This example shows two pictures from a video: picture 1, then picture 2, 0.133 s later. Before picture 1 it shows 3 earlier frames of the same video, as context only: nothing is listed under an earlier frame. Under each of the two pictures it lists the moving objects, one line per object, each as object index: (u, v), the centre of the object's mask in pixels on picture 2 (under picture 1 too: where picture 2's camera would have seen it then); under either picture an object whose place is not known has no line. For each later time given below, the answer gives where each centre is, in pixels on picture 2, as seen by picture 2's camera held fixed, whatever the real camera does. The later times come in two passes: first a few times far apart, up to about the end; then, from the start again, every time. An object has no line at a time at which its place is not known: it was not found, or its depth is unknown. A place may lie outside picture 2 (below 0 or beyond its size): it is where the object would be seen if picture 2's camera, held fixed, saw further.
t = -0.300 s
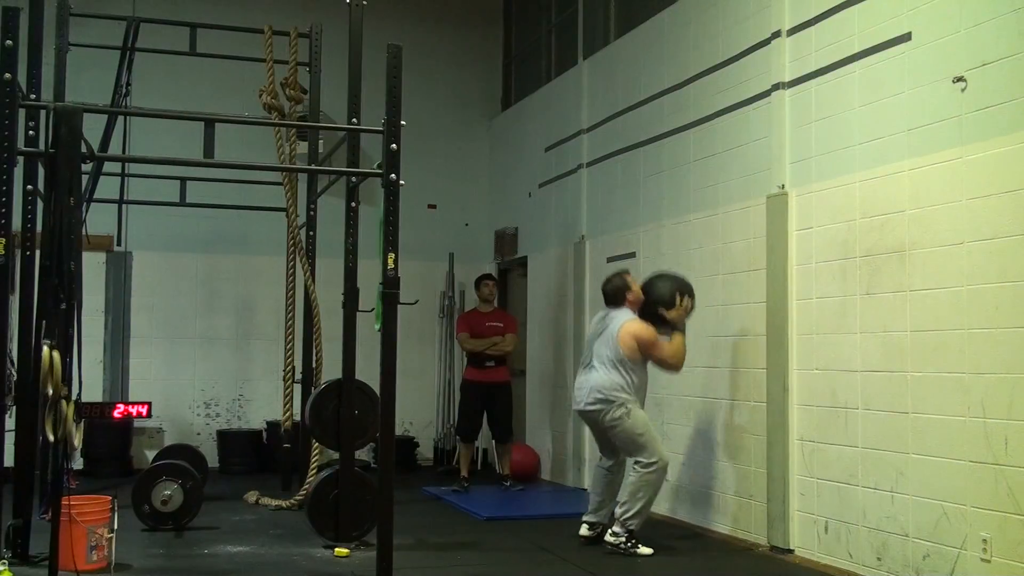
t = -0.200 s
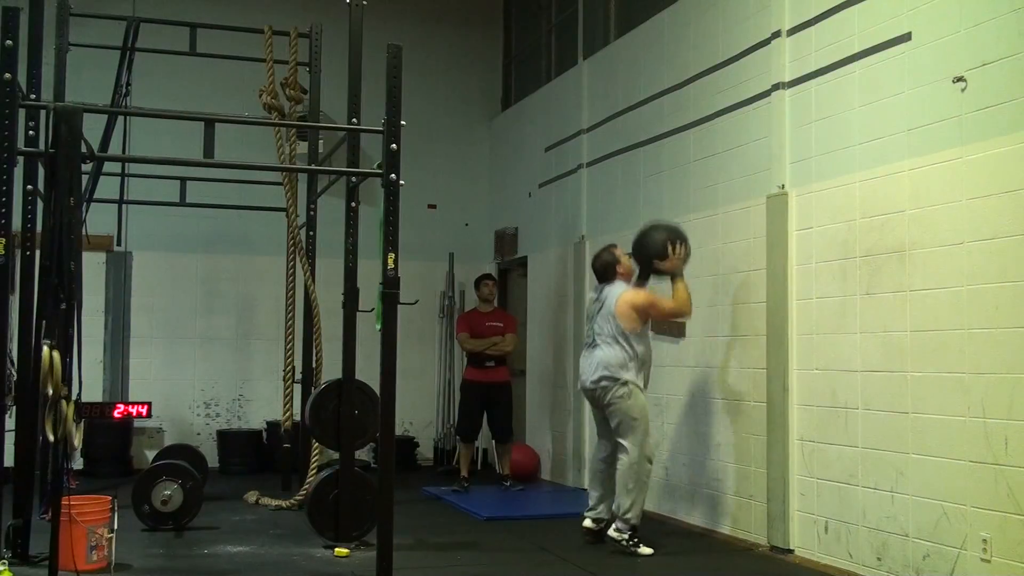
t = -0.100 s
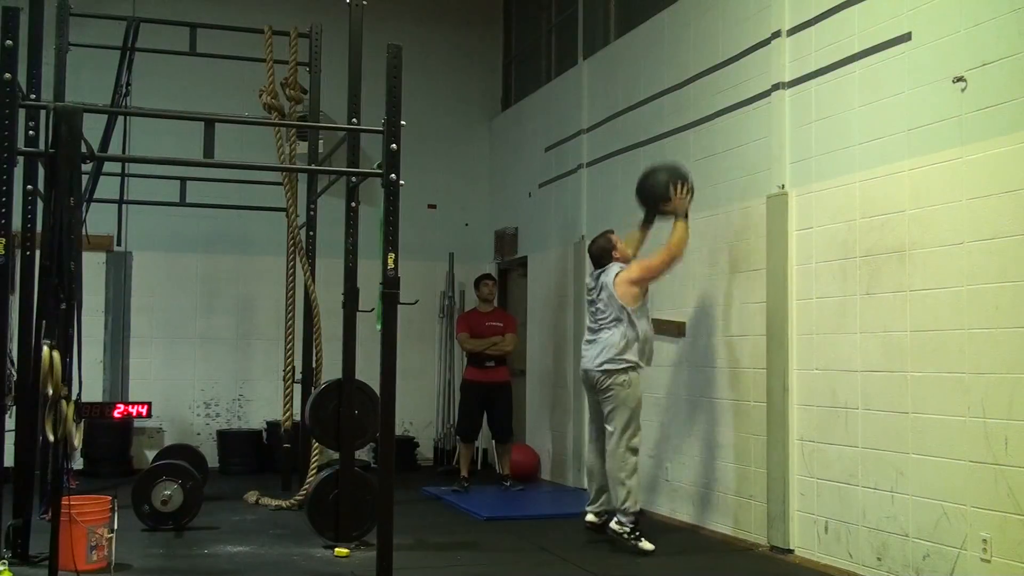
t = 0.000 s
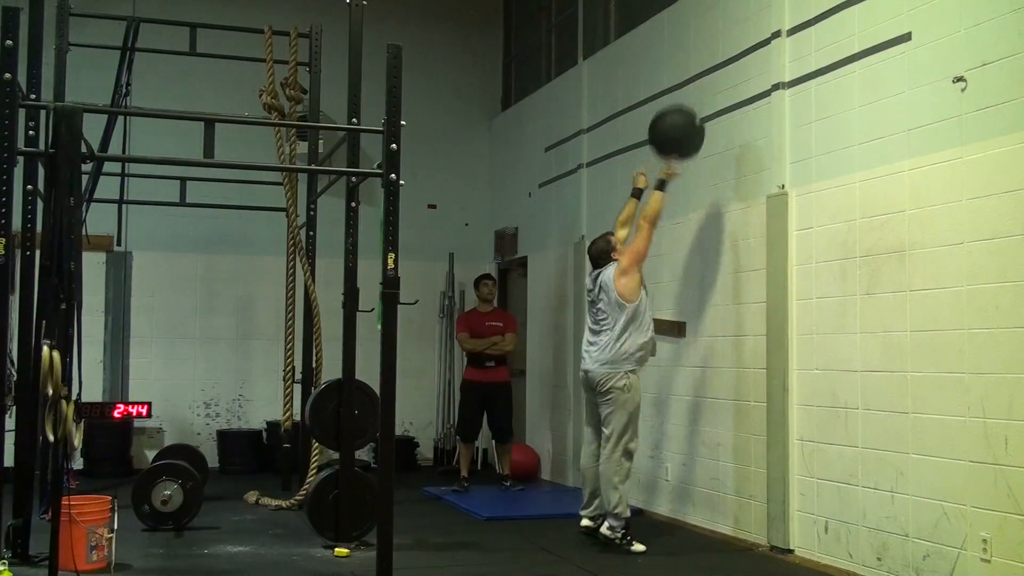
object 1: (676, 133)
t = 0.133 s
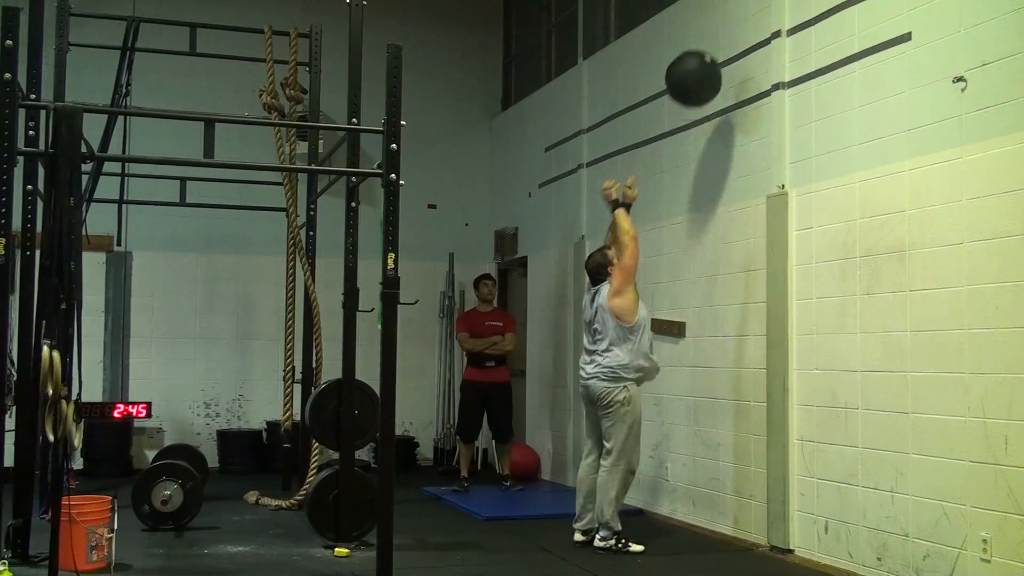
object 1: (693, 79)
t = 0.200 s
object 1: (702, 61)
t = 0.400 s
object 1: (721, 50)
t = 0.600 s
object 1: (706, 95)
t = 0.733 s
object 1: (696, 161)
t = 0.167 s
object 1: (698, 69)
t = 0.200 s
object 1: (702, 61)
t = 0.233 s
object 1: (706, 55)
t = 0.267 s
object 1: (711, 51)
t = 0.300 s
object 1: (715, 48)
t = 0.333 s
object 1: (719, 47)
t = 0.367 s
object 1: (722, 48)
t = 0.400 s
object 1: (721, 50)
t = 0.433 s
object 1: (719, 53)
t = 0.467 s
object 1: (716, 58)
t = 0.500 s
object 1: (713, 64)
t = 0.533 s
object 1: (711, 73)
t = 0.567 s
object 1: (708, 83)
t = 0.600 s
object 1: (706, 95)
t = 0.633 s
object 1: (703, 108)
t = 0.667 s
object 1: (701, 124)
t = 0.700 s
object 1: (698, 141)
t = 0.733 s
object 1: (696, 161)
